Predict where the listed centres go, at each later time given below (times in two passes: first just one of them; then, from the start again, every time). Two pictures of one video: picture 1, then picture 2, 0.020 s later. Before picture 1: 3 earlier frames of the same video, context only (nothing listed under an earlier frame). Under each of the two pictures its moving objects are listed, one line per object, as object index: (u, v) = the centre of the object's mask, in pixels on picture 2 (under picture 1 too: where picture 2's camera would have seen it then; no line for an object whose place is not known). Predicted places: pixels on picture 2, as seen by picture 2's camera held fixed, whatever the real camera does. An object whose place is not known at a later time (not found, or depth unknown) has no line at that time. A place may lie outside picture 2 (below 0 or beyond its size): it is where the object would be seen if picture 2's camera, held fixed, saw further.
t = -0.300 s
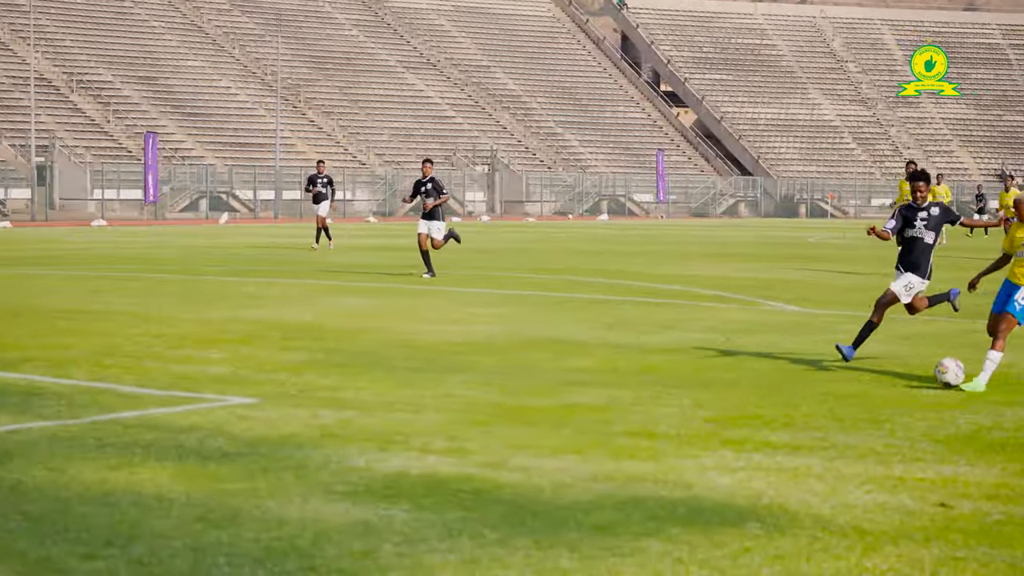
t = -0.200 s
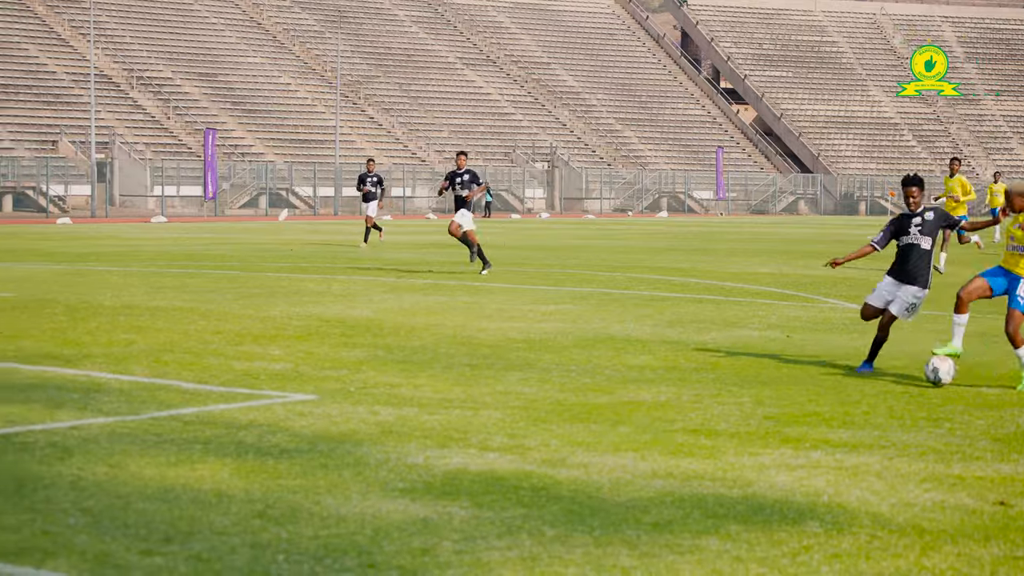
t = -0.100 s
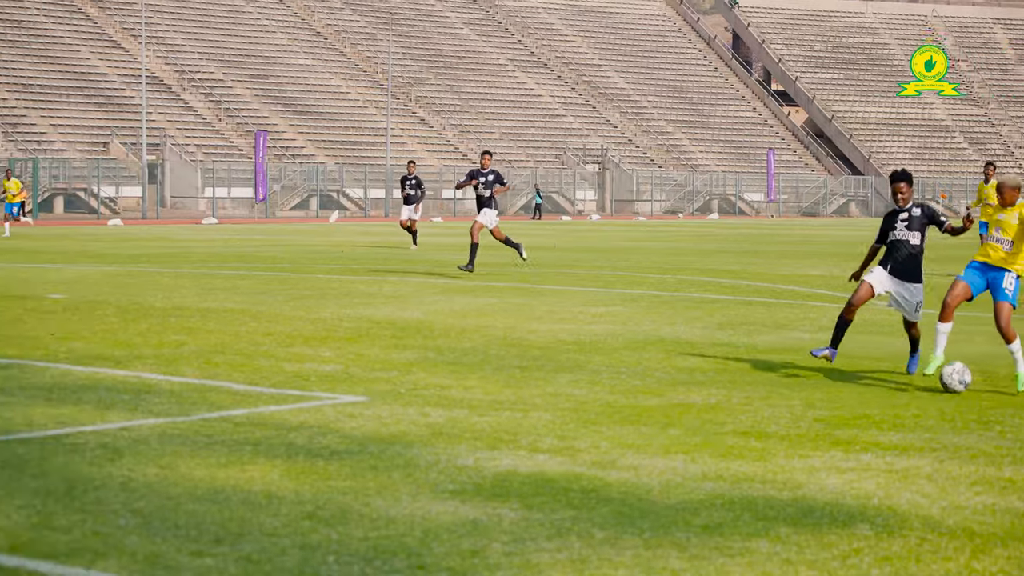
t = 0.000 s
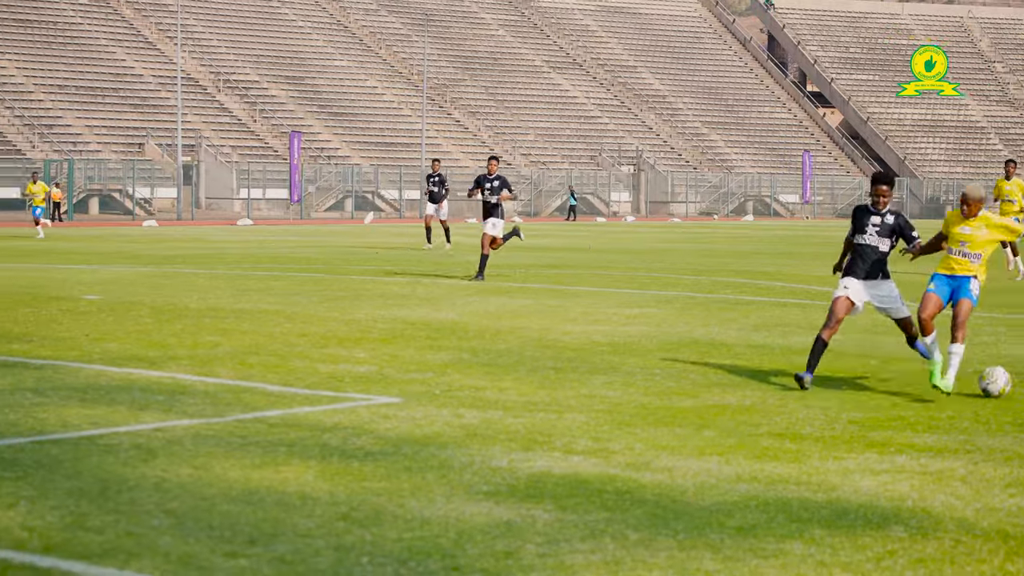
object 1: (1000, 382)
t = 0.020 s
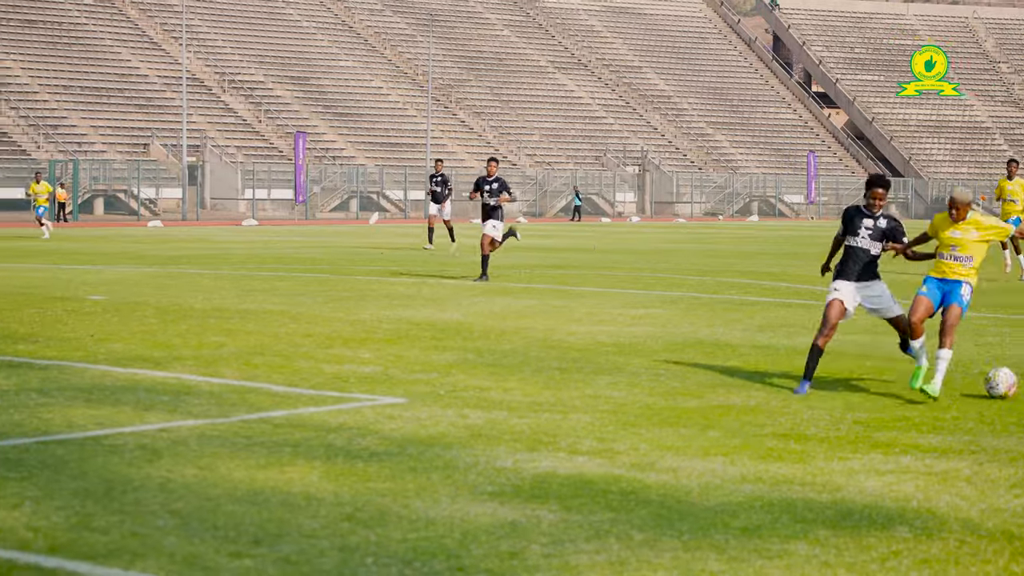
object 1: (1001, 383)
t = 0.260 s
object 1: (1012, 389)
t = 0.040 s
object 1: (1001, 383)
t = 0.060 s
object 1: (1003, 384)
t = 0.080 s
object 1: (1002, 384)
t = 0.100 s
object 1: (1002, 384)
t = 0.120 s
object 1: (1003, 385)
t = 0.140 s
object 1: (1004, 385)
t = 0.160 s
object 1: (1005, 386)
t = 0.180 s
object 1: (1008, 386)
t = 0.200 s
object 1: (1011, 387)
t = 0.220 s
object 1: (1012, 387)
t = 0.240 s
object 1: (1012, 388)
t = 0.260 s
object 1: (1012, 389)
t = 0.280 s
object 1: (1012, 389)
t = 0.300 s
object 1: (1013, 389)
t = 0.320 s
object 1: (1013, 389)
